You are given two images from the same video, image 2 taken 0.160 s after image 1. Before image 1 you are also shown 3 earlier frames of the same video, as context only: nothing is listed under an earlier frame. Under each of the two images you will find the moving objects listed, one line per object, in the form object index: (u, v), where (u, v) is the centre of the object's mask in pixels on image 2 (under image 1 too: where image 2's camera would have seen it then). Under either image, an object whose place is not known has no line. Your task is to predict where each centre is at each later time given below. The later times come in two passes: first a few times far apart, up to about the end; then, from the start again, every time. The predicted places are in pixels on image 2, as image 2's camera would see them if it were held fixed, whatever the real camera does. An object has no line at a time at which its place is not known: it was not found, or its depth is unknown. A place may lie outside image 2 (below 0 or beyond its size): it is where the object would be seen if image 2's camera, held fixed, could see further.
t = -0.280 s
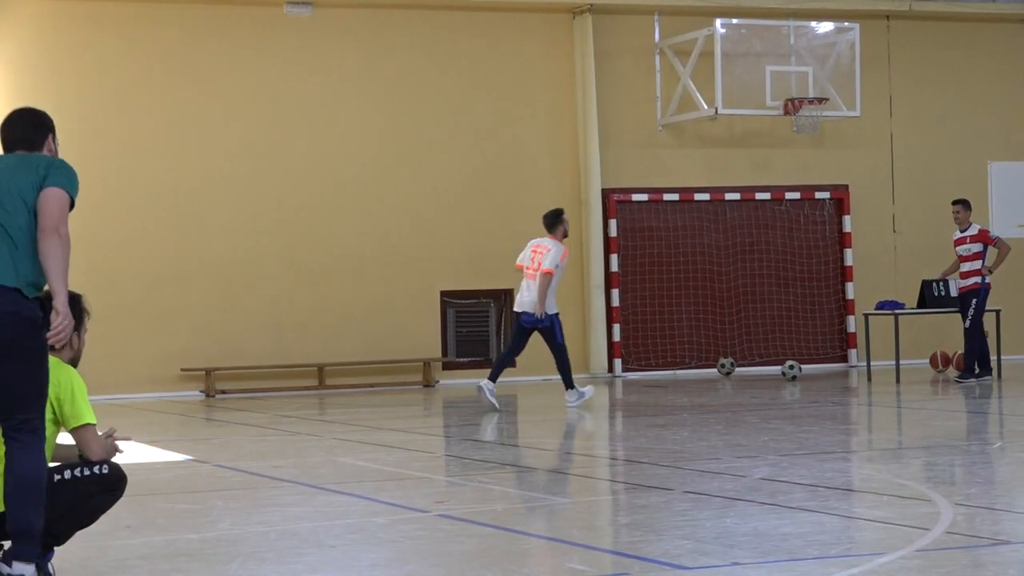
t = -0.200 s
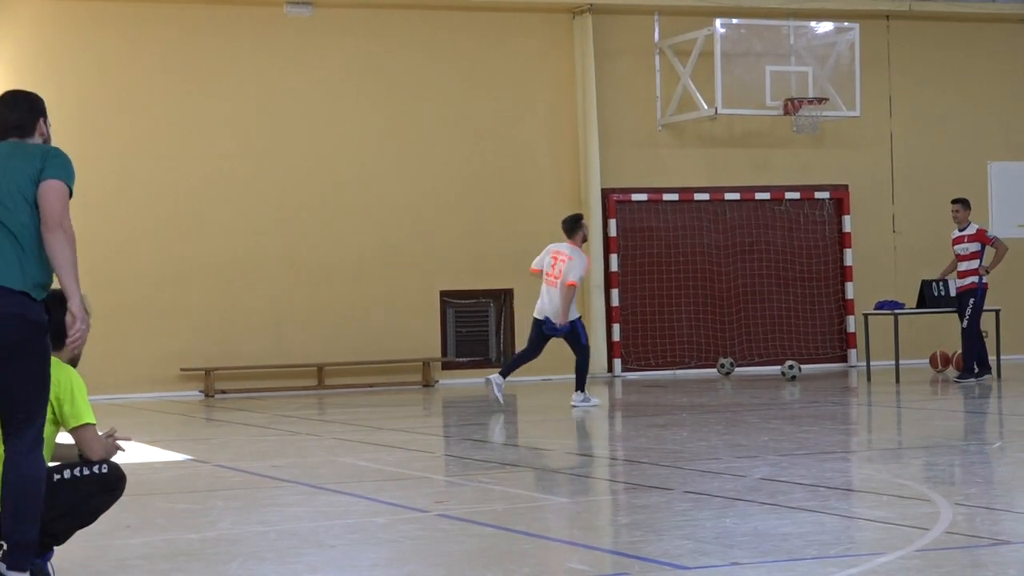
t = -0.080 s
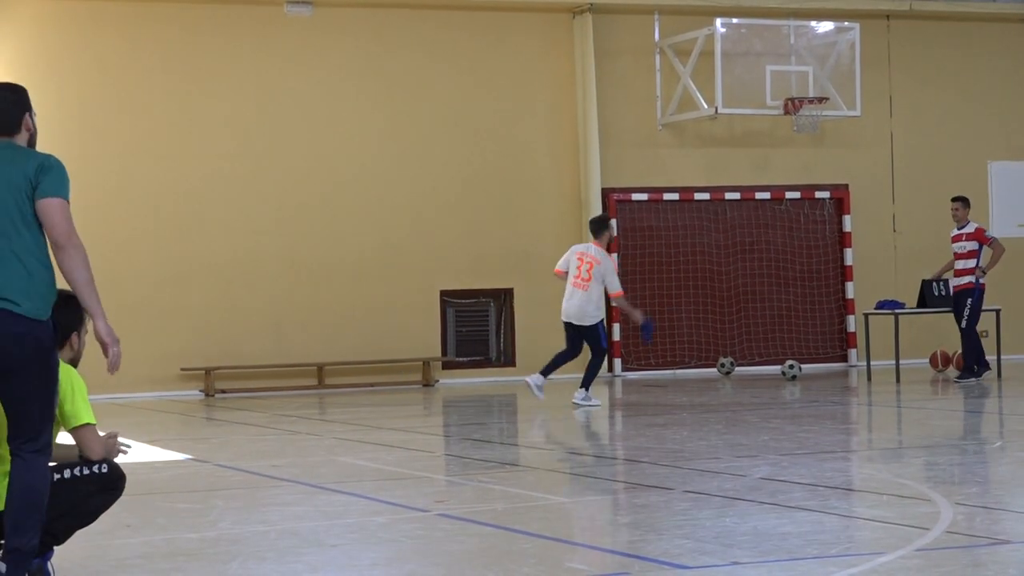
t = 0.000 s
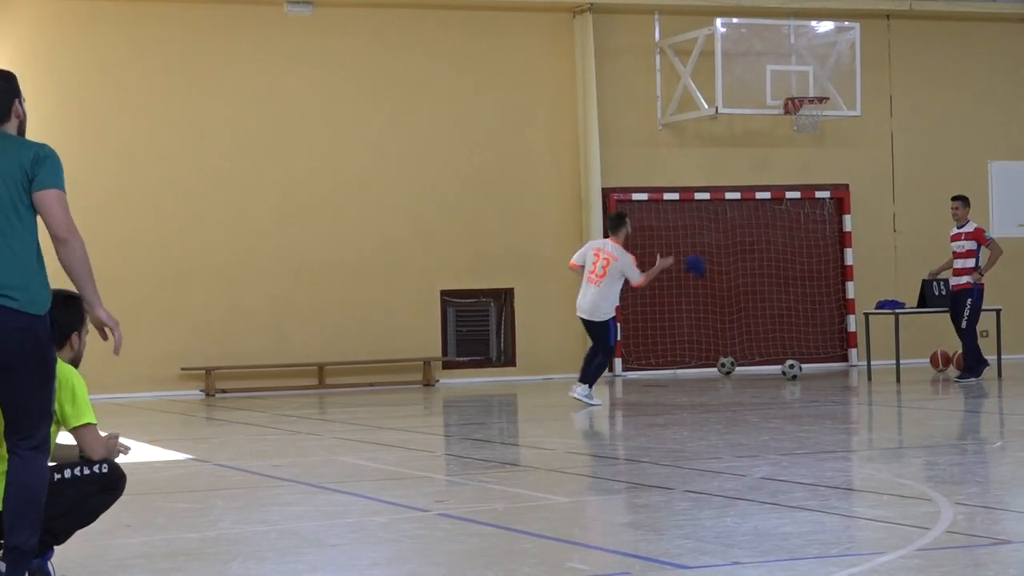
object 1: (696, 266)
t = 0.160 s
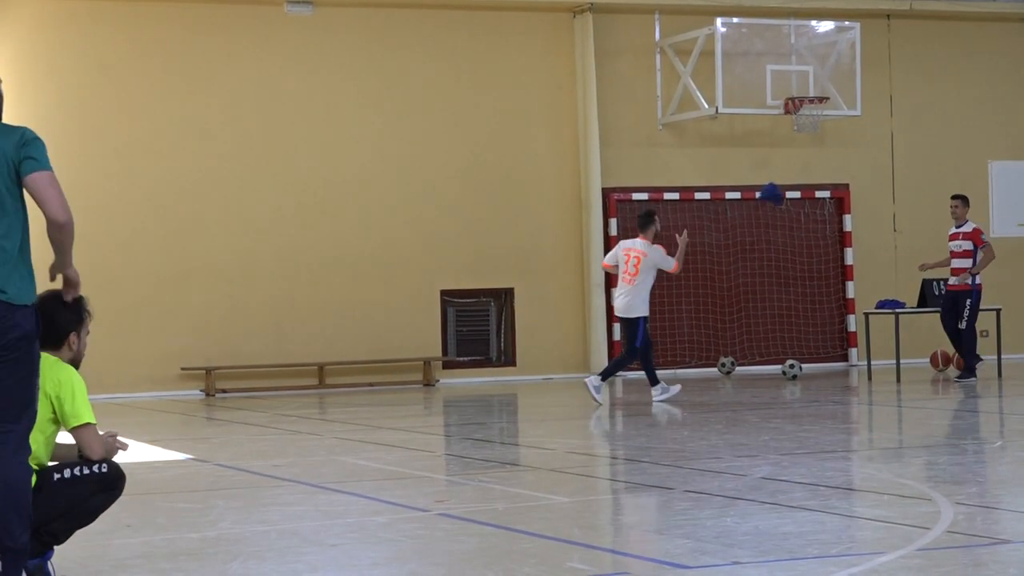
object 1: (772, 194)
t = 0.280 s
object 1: (815, 170)
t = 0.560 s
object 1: (880, 179)
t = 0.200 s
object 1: (787, 183)
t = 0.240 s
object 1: (802, 175)
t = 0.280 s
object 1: (815, 170)
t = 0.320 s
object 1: (828, 167)
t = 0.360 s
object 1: (838, 167)
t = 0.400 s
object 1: (848, 168)
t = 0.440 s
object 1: (856, 169)
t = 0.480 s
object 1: (863, 172)
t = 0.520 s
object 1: (871, 175)
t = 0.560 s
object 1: (880, 179)
